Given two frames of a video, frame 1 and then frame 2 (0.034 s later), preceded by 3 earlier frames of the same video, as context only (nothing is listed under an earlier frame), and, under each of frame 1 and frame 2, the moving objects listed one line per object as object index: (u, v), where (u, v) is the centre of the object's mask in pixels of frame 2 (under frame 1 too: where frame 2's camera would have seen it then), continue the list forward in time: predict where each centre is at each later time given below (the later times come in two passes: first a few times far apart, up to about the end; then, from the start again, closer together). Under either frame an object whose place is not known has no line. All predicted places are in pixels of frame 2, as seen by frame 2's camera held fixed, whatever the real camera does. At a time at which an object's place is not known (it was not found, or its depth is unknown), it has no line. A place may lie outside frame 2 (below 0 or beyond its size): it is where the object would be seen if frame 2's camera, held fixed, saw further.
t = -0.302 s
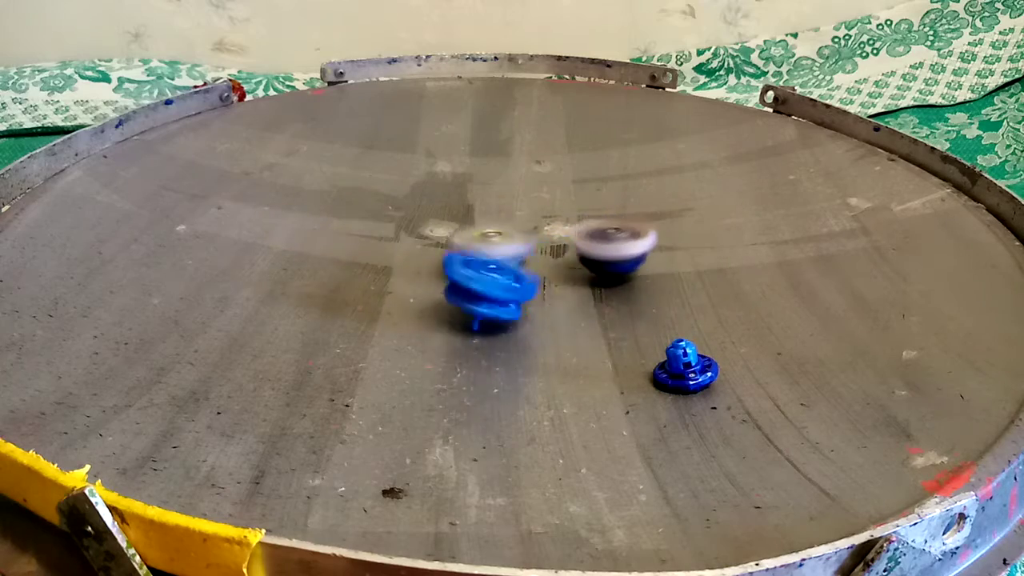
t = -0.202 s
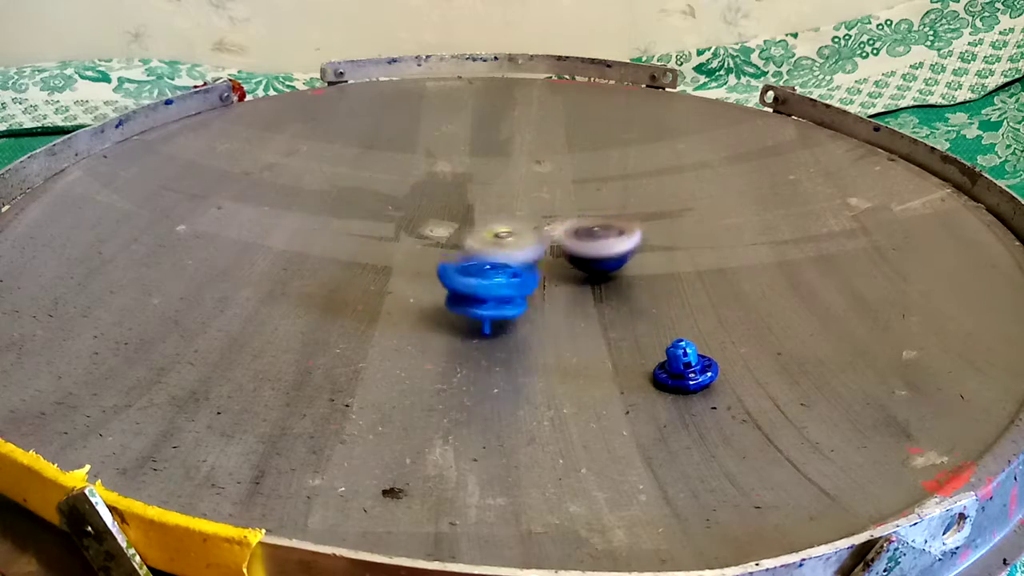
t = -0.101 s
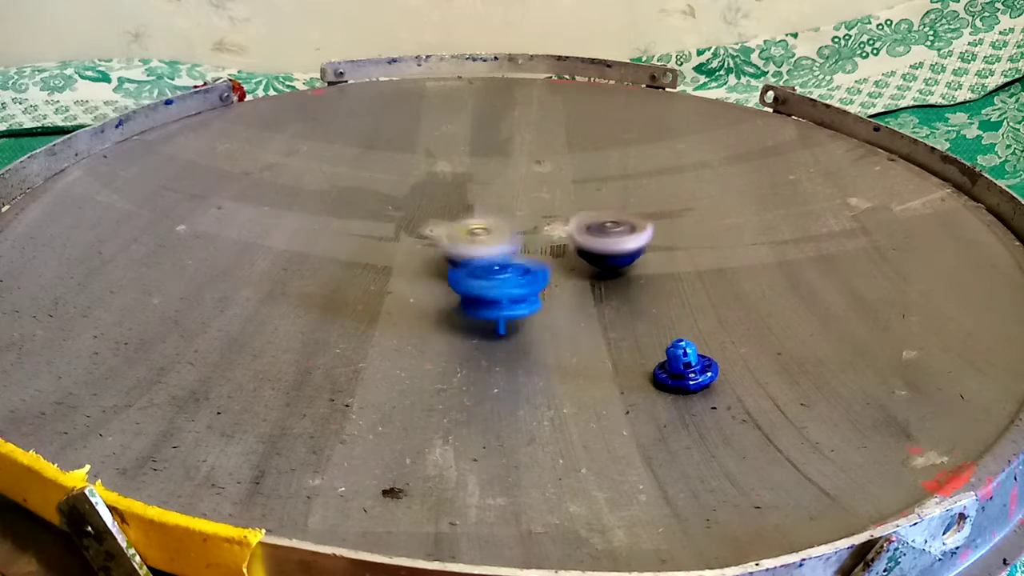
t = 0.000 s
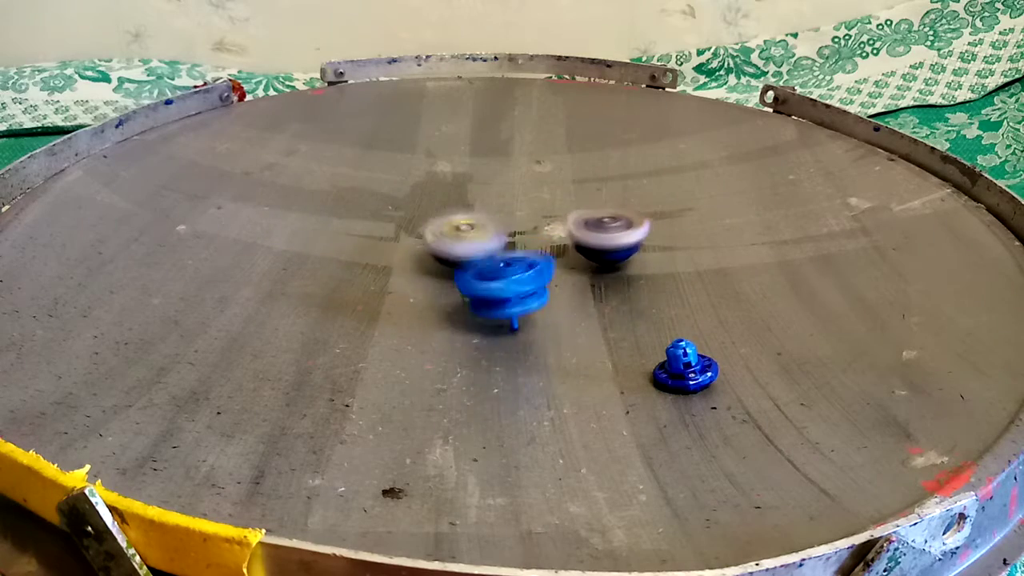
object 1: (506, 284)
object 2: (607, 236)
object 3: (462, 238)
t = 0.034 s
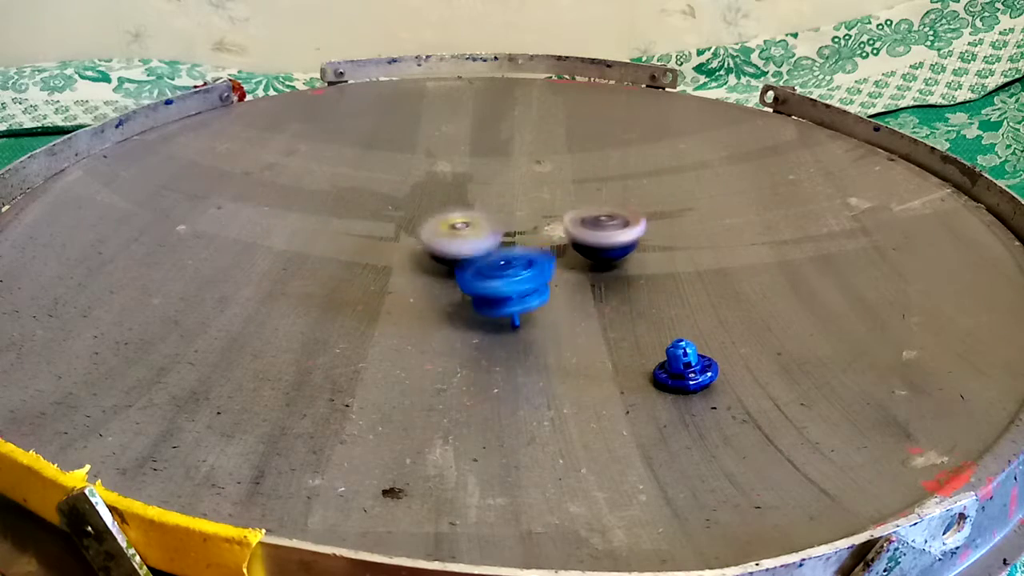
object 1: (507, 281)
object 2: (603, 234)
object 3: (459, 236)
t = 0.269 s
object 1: (487, 267)
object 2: (566, 226)
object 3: (441, 221)
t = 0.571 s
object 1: (471, 260)
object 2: (539, 213)
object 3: (427, 207)
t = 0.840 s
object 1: (481, 251)
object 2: (538, 205)
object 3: (419, 199)
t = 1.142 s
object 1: (456, 240)
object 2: (517, 205)
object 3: (429, 190)
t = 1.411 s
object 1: (439, 242)
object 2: (550, 209)
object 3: (431, 196)
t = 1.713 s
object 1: (450, 236)
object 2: (550, 223)
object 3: (427, 198)
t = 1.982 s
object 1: (455, 239)
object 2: (565, 231)
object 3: (433, 186)
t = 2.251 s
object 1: (452, 241)
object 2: (573, 225)
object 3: (444, 175)
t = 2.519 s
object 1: (446, 235)
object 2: (530, 225)
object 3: (466, 176)
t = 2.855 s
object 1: (412, 258)
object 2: (542, 228)
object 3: (482, 188)
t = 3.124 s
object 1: (433, 257)
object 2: (583, 235)
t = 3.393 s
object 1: (455, 240)
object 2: (585, 236)
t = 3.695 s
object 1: (461, 243)
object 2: (579, 244)
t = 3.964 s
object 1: (461, 243)
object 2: (576, 253)
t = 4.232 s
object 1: (460, 243)
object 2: (542, 255)
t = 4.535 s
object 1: (454, 233)
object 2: (555, 260)
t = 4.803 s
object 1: (490, 237)
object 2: (575, 262)
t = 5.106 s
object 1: (563, 230)
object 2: (591, 264)
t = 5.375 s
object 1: (558, 218)
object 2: (576, 271)
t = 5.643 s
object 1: (564, 219)
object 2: (539, 268)
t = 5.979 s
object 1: (583, 209)
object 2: (543, 247)
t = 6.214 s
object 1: (577, 207)
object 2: (548, 252)
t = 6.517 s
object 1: (576, 212)
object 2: (522, 257)
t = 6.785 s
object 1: (573, 214)
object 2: (509, 258)
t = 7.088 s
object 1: (573, 214)
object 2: (502, 252)
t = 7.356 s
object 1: (578, 211)
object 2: (517, 242)
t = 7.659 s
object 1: (580, 212)
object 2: (512, 252)
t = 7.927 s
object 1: (579, 212)
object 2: (487, 244)
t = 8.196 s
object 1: (579, 212)
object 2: (491, 236)
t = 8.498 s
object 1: (579, 212)
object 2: (502, 241)
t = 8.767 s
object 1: (579, 212)
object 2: (502, 232)
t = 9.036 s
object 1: (581, 212)
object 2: (518, 242)
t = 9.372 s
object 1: (590, 211)
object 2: (522, 242)
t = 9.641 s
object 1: (589, 211)
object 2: (519, 243)
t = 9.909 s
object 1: (589, 211)
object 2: (502, 249)
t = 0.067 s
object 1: (506, 278)
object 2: (600, 233)
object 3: (455, 236)
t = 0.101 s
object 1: (504, 276)
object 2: (595, 232)
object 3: (451, 234)
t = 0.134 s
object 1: (501, 273)
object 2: (590, 230)
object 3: (448, 232)
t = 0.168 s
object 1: (498, 271)
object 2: (584, 230)
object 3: (445, 230)
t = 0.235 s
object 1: (490, 268)
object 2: (572, 227)
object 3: (441, 224)
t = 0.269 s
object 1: (487, 267)
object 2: (566, 226)
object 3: (441, 221)
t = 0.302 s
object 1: (485, 265)
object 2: (560, 225)
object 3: (440, 219)
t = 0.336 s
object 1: (484, 264)
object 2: (553, 224)
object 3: (439, 217)
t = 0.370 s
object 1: (484, 264)
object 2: (546, 222)
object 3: (441, 215)
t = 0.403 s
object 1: (482, 263)
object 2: (537, 220)
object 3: (443, 213)
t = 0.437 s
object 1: (480, 263)
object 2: (530, 220)
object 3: (445, 210)
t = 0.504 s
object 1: (471, 260)
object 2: (535, 216)
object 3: (435, 208)
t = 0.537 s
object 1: (470, 260)
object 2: (537, 215)
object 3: (430, 208)
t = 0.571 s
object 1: (471, 260)
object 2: (539, 213)
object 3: (427, 207)
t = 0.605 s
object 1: (473, 260)
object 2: (540, 212)
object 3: (426, 205)
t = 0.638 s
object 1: (476, 259)
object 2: (542, 210)
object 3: (425, 204)
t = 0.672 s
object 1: (477, 258)
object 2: (541, 209)
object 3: (423, 202)
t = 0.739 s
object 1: (480, 256)
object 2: (541, 208)
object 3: (420, 200)
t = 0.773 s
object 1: (481, 254)
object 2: (540, 207)
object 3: (420, 200)
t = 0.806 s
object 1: (482, 252)
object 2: (539, 206)
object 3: (420, 199)
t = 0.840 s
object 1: (481, 251)
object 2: (538, 205)
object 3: (419, 199)
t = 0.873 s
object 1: (480, 248)
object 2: (536, 205)
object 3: (420, 198)
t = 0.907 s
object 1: (477, 246)
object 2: (533, 204)
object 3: (421, 197)
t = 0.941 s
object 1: (474, 245)
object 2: (530, 203)
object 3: (421, 197)
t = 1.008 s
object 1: (467, 242)
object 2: (523, 203)
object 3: (425, 195)
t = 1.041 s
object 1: (464, 241)
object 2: (519, 203)
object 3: (427, 193)
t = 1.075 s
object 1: (461, 241)
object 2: (515, 202)
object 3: (430, 192)
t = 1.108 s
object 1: (459, 241)
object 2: (513, 203)
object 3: (431, 191)
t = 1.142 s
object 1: (456, 240)
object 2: (517, 205)
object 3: (429, 190)
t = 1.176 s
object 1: (452, 240)
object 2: (521, 206)
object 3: (429, 191)
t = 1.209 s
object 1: (447, 240)
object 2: (526, 206)
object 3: (428, 191)
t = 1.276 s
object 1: (441, 241)
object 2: (535, 207)
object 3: (428, 192)
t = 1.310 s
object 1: (441, 241)
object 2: (539, 206)
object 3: (428, 193)
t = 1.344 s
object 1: (440, 242)
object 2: (542, 207)
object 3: (429, 194)
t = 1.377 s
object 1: (439, 242)
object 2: (547, 207)
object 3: (430, 195)
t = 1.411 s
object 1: (439, 242)
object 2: (550, 209)
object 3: (431, 196)
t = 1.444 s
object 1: (439, 242)
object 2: (552, 209)
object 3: (431, 196)
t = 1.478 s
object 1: (441, 242)
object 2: (554, 210)
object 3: (430, 196)
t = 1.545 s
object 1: (444, 240)
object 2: (556, 213)
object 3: (427, 198)
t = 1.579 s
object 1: (445, 241)
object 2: (555, 214)
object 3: (426, 199)
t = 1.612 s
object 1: (446, 239)
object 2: (553, 216)
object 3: (424, 199)
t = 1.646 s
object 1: (447, 238)
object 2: (553, 219)
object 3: (424, 198)
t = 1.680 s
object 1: (449, 237)
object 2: (552, 220)
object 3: (425, 198)
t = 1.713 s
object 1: (450, 236)
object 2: (550, 223)
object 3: (427, 198)
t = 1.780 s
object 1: (455, 236)
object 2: (549, 227)
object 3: (427, 197)
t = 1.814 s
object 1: (460, 237)
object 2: (547, 228)
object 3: (428, 196)
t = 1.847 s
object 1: (466, 240)
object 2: (546, 229)
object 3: (429, 195)
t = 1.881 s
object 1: (470, 241)
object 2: (546, 231)
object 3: (429, 194)
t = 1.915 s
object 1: (464, 238)
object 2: (551, 232)
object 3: (431, 188)
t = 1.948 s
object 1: (458, 238)
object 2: (559, 231)
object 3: (432, 187)
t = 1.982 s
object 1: (455, 239)
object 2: (565, 231)
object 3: (433, 186)
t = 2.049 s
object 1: (452, 240)
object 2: (572, 229)
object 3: (435, 182)
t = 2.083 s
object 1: (451, 241)
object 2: (575, 229)
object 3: (436, 182)
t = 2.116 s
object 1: (451, 242)
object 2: (577, 228)
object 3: (437, 181)
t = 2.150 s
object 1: (451, 242)
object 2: (577, 227)
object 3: (438, 179)
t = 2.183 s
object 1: (451, 241)
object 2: (577, 227)
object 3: (440, 177)
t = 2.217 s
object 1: (451, 241)
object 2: (576, 225)
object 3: (442, 176)
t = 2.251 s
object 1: (452, 241)
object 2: (573, 225)
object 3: (444, 175)
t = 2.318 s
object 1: (454, 240)
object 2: (562, 224)
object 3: (450, 174)
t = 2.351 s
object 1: (455, 239)
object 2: (557, 224)
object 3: (453, 174)
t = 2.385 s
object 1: (454, 237)
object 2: (553, 224)
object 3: (457, 174)
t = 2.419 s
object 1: (453, 237)
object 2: (548, 225)
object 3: (458, 174)
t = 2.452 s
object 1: (451, 236)
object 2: (542, 225)
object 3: (462, 175)
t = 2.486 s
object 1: (448, 235)
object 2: (537, 225)
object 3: (464, 175)
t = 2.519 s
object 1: (446, 235)
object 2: (530, 225)
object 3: (466, 176)
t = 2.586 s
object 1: (448, 235)
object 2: (520, 225)
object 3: (472, 178)
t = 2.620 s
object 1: (450, 239)
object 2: (516, 227)
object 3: (473, 179)
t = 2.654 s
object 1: (446, 240)
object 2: (515, 226)
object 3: (474, 180)
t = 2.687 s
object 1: (437, 244)
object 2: (515, 223)
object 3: (477, 182)
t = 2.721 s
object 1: (431, 247)
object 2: (514, 224)
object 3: (478, 183)
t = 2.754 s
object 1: (425, 251)
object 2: (516, 225)
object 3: (479, 184)
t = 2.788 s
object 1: (420, 252)
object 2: (526, 226)
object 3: (480, 185)
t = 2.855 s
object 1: (412, 258)
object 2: (542, 228)
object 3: (482, 188)
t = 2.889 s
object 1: (410, 259)
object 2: (547, 230)
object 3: (484, 191)
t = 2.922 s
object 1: (409, 261)
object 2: (554, 231)
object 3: (485, 191)
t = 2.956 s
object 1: (413, 261)
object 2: (560, 232)
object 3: (486, 191)
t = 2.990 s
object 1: (416, 261)
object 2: (567, 233)
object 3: (487, 195)
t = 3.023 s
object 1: (420, 259)
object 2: (572, 233)
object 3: (490, 197)
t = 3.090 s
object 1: (427, 257)
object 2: (580, 233)
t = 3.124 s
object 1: (433, 257)
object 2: (583, 235)
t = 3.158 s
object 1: (438, 255)
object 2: (584, 234)
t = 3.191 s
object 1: (442, 251)
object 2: (586, 234)
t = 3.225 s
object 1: (445, 249)
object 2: (587, 235)
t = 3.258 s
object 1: (448, 247)
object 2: (587, 235)
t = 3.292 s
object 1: (450, 243)
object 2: (587, 235)
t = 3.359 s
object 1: (456, 240)
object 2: (586, 236)
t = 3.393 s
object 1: (455, 240)
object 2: (585, 236)
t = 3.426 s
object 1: (455, 241)
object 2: (582, 236)
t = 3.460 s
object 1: (455, 242)
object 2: (580, 237)
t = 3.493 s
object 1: (457, 242)
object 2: (578, 236)
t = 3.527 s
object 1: (457, 244)
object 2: (575, 237)
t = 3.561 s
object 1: (459, 244)
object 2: (572, 237)
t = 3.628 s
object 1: (461, 243)
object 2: (573, 239)
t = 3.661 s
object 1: (461, 243)
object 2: (577, 242)
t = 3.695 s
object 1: (461, 243)
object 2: (579, 244)
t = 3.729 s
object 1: (461, 243)
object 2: (581, 246)
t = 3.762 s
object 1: (461, 243)
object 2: (582, 248)
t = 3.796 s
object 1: (461, 243)
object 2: (582, 249)
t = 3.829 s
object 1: (461, 243)
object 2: (582, 250)
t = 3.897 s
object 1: (461, 243)
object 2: (580, 252)
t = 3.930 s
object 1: (461, 243)
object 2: (578, 252)
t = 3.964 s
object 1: (461, 243)
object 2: (576, 253)
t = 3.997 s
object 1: (461, 243)
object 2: (572, 253)
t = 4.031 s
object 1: (461, 243)
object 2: (568, 254)
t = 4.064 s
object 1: (461, 243)
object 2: (564, 255)
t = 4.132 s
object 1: (461, 243)
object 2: (557, 257)
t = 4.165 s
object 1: (461, 243)
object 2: (552, 257)
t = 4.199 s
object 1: (461, 243)
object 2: (547, 256)
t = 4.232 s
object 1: (460, 243)
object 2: (542, 255)
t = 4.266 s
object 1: (456, 237)
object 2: (544, 258)
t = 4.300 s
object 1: (452, 235)
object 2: (546, 258)
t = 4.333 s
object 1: (449, 232)
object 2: (549, 258)
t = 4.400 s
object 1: (447, 228)
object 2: (554, 259)
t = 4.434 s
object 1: (447, 228)
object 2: (555, 260)
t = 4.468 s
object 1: (450, 229)
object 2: (556, 260)
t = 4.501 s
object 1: (454, 230)
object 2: (556, 259)
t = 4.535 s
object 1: (454, 233)
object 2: (555, 260)
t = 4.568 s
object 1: (459, 238)
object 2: (556, 259)
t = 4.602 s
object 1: (471, 242)
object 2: (554, 258)
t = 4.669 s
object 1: (486, 241)
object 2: (557, 260)
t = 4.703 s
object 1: (488, 239)
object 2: (564, 261)
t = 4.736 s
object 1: (490, 238)
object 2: (567, 262)
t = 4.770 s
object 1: (490, 238)
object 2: (571, 262)
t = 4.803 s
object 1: (490, 237)
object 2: (575, 262)
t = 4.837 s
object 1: (507, 232)
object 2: (581, 265)
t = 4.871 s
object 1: (520, 231)
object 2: (586, 266)
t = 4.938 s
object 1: (536, 230)
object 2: (591, 270)
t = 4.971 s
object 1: (548, 230)
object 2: (590, 272)
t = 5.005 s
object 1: (556, 230)
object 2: (591, 271)
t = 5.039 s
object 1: (562, 230)
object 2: (594, 267)
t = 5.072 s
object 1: (562, 231)
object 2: (595, 266)
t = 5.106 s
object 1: (563, 230)
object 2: (591, 264)
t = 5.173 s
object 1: (565, 224)
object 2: (588, 264)
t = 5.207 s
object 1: (564, 222)
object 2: (586, 263)
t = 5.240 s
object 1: (564, 219)
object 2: (583, 263)
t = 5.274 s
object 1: (564, 219)
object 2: (581, 265)
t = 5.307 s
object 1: (562, 220)
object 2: (579, 268)
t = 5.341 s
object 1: (560, 220)
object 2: (579, 270)
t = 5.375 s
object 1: (558, 218)
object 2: (576, 271)
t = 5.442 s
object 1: (558, 218)
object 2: (567, 272)
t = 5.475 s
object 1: (558, 218)
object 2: (561, 273)
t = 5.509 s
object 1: (558, 219)
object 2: (556, 273)
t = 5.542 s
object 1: (558, 218)
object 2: (552, 273)
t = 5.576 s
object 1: (559, 219)
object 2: (547, 272)
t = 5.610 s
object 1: (559, 219)
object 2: (543, 271)
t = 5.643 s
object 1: (564, 219)
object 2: (539, 268)
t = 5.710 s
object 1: (574, 218)
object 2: (534, 266)
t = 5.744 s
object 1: (575, 218)
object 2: (532, 264)
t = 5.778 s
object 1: (576, 217)
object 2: (532, 261)
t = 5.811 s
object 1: (577, 216)
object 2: (531, 259)
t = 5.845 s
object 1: (579, 215)
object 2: (533, 258)
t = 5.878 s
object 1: (579, 214)
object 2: (534, 254)
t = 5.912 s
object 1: (580, 213)
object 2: (537, 252)
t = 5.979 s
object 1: (583, 209)
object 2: (543, 247)
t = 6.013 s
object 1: (584, 207)
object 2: (544, 246)
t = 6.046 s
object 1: (583, 206)
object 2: (544, 247)
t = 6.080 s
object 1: (583, 206)
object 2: (546, 245)
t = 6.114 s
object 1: (582, 205)
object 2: (549, 247)
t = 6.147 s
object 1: (582, 205)
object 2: (548, 249)
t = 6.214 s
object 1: (577, 207)
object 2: (548, 252)
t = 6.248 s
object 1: (576, 209)
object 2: (548, 253)
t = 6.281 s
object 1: (577, 209)
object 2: (547, 254)
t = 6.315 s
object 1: (577, 209)
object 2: (542, 255)
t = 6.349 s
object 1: (576, 210)
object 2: (534, 258)
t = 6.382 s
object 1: (575, 211)
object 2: (531, 258)
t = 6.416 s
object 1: (575, 212)
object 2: (530, 258)
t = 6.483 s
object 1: (576, 212)
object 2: (523, 257)
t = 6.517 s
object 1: (576, 212)
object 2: (522, 257)
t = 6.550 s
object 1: (576, 212)
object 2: (522, 258)
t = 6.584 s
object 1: (575, 213)
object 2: (520, 258)
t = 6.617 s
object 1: (575, 213)
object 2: (517, 258)
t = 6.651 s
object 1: (574, 213)
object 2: (517, 259)
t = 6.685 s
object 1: (575, 213)
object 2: (516, 259)
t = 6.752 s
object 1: (574, 214)
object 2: (511, 259)
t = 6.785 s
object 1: (573, 214)
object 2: (509, 258)
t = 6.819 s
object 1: (574, 214)
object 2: (506, 259)
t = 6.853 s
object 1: (573, 214)
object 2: (504, 258)
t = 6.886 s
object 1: (573, 214)
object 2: (502, 257)
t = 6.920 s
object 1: (574, 214)
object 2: (501, 258)
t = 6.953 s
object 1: (573, 214)
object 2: (502, 257)
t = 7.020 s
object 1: (574, 214)
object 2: (500, 255)
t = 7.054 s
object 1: (574, 214)
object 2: (501, 255)
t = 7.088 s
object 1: (573, 214)
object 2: (502, 252)
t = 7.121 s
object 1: (573, 214)
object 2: (503, 251)
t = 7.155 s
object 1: (574, 214)
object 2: (504, 250)
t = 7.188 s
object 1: (575, 214)
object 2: (504, 248)
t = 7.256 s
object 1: (575, 213)
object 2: (509, 245)
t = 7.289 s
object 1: (577, 212)
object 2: (513, 243)
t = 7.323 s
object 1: (577, 212)
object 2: (514, 242)
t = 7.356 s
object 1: (578, 211)
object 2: (517, 242)
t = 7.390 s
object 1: (579, 210)
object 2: (519, 240)
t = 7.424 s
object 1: (581, 210)
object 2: (520, 242)
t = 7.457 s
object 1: (581, 210)
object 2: (519, 240)
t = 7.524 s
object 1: (583, 210)
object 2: (521, 241)
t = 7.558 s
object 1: (583, 210)
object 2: (518, 244)
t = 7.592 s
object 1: (582, 210)
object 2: (517, 249)
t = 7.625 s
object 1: (581, 211)
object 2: (515, 251)
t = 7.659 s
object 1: (580, 212)
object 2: (512, 252)
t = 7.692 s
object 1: (579, 212)
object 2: (508, 251)
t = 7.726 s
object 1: (579, 212)
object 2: (503, 251)
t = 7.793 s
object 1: (579, 212)
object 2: (495, 251)
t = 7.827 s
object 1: (579, 212)
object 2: (491, 250)
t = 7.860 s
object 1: (579, 212)
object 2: (488, 248)
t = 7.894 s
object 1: (579, 212)
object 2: (487, 246)
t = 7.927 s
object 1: (579, 212)
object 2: (487, 244)
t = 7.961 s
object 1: (579, 212)
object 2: (486, 242)
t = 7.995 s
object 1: (579, 212)
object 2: (485, 238)
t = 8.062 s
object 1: (579, 212)
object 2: (487, 232)
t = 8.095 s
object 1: (579, 212)
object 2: (488, 235)
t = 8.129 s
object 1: (579, 212)
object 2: (490, 236)
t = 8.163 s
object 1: (579, 212)
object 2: (490, 234)
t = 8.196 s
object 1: (579, 212)
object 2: (491, 236)
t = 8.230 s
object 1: (579, 212)
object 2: (493, 238)
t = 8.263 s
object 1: (579, 212)
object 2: (497, 239)
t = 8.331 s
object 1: (579, 212)
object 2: (506, 243)
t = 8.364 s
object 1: (579, 212)
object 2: (511, 244)
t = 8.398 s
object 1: (580, 212)
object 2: (510, 238)
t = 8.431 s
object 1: (579, 212)
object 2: (505, 239)
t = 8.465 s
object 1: (579, 212)
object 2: (502, 241)
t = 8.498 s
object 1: (579, 212)
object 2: (502, 241)
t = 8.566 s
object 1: (579, 212)
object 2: (503, 240)
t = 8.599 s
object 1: (579, 212)
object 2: (503, 239)
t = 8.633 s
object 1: (579, 212)
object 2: (503, 238)
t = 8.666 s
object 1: (579, 212)
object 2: (505, 230)
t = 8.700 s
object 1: (579, 212)
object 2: (504, 233)
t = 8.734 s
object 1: (580, 212)
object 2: (503, 232)
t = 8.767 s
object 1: (579, 212)
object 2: (502, 232)
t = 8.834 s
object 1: (579, 212)
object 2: (507, 234)
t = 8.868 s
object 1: (580, 212)
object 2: (512, 237)
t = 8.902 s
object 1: (581, 212)
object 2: (515, 238)
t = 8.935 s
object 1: (581, 212)
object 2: (517, 238)
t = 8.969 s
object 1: (581, 212)
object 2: (516, 240)
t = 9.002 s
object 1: (581, 212)
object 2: (516, 241)
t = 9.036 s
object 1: (581, 212)
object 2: (518, 242)
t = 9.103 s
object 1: (582, 212)
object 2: (519, 242)
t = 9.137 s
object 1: (582, 211)
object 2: (519, 242)
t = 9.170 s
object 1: (582, 212)
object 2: (519, 241)
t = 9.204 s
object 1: (582, 211)
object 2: (519, 242)
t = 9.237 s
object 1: (585, 212)
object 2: (518, 242)
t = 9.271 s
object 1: (588, 212)
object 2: (518, 242)
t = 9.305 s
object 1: (590, 211)
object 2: (519, 242)
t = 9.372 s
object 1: (590, 211)
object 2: (522, 242)
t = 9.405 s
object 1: (589, 211)
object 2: (524, 244)
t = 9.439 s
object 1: (589, 210)
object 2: (526, 246)
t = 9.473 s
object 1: (589, 210)
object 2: (529, 245)
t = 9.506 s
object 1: (589, 210)
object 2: (530, 243)
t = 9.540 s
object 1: (589, 210)
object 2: (529, 242)
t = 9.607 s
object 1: (589, 211)
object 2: (523, 243)
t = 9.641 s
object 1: (589, 211)
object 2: (519, 243)
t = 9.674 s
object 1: (589, 211)
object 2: (514, 244)
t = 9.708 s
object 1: (589, 211)
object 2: (509, 244)
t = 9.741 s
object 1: (589, 211)
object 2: (505, 247)
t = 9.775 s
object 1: (589, 211)
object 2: (504, 248)
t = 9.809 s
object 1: (589, 211)
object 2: (503, 249)
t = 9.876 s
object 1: (589, 211)
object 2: (502, 249)
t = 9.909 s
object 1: (589, 211)
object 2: (502, 249)
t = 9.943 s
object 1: (589, 211)
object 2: (502, 249)
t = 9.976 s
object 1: (589, 211)
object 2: (502, 249)
